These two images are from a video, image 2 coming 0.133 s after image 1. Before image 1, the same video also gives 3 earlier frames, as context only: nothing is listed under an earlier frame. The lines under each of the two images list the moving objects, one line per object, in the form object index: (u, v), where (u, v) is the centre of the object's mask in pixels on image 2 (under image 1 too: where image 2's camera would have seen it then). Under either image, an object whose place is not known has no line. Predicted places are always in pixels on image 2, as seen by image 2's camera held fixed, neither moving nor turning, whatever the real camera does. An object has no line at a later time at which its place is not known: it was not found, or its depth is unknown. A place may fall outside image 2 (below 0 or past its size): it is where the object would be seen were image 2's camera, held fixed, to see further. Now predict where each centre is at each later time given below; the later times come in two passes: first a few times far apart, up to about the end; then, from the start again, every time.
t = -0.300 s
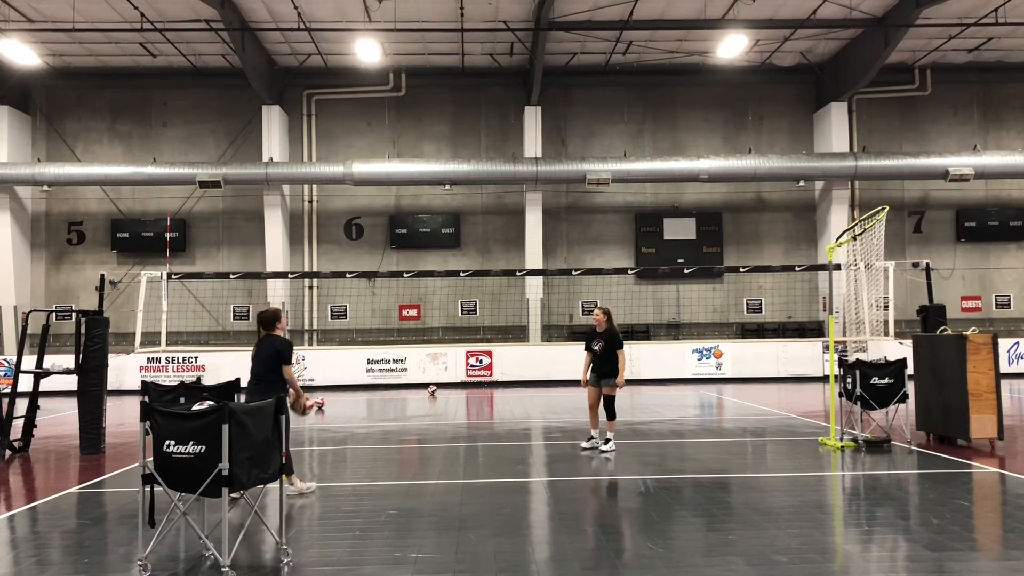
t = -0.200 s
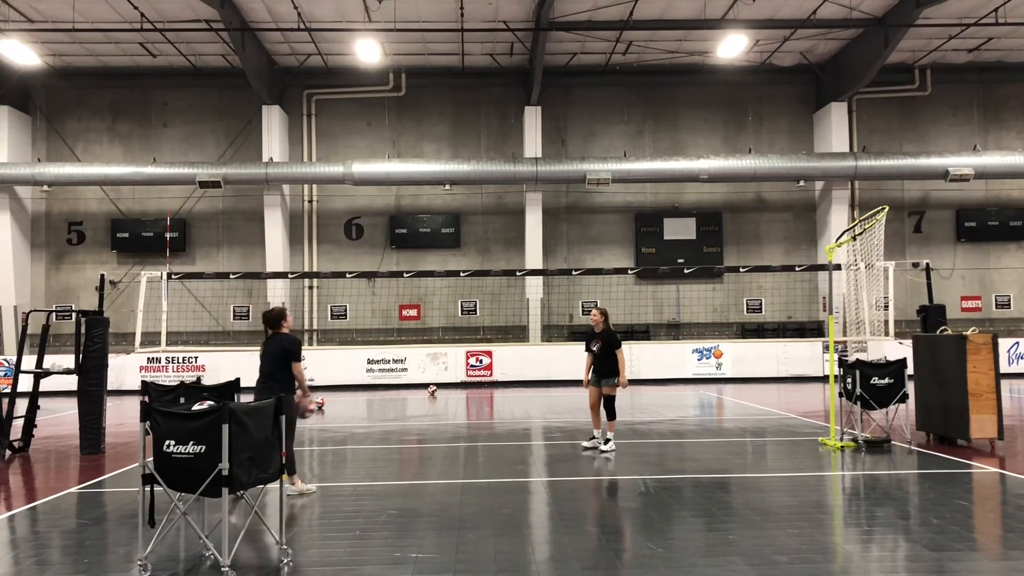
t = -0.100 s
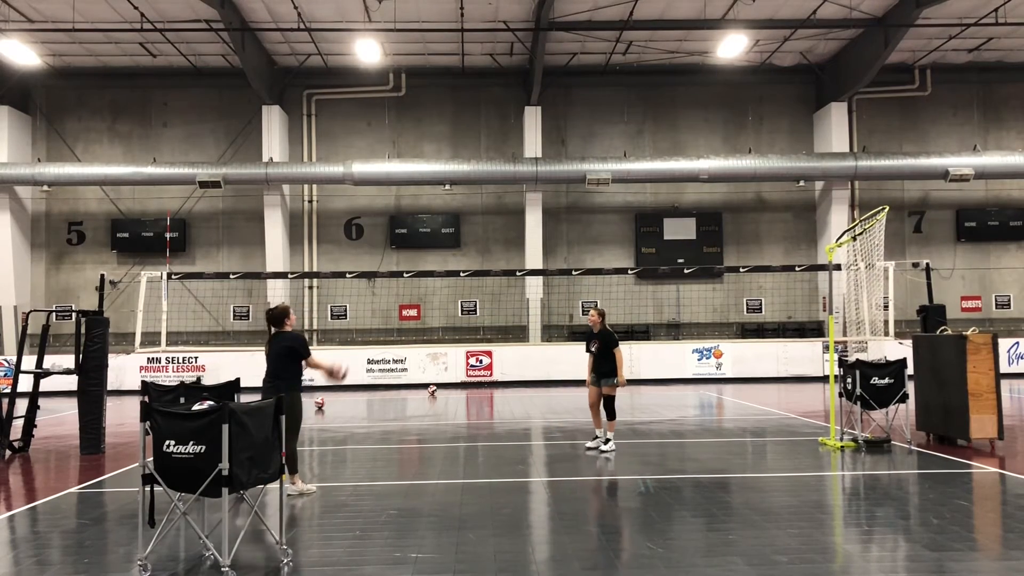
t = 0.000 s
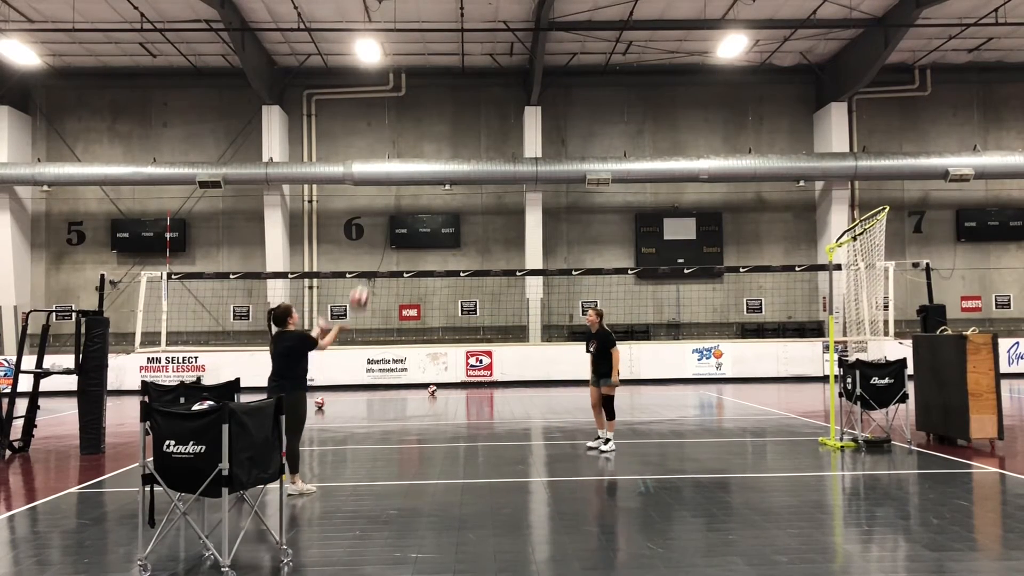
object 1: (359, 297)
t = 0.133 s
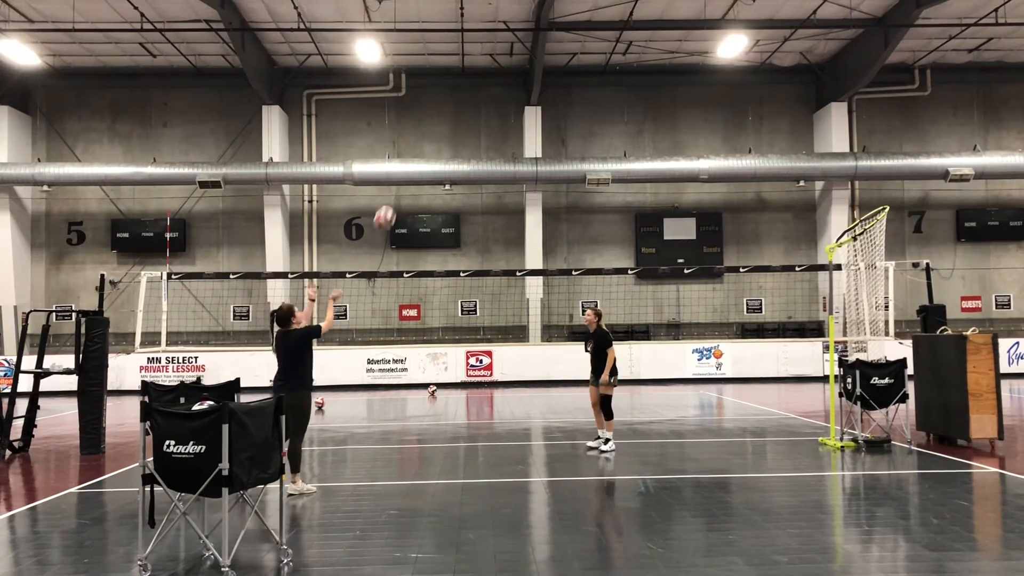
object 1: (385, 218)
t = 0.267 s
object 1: (408, 159)
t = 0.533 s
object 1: (447, 102)
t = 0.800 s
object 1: (483, 109)
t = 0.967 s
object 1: (505, 142)
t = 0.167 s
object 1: (391, 200)
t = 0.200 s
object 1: (397, 185)
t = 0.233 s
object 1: (401, 174)
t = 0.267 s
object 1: (408, 159)
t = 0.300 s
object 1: (413, 148)
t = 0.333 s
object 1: (418, 138)
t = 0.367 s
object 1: (423, 130)
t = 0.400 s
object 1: (428, 122)
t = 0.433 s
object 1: (433, 115)
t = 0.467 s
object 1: (438, 109)
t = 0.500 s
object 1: (442, 105)
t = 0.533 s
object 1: (447, 102)
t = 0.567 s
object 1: (452, 99)
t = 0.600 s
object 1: (457, 98)
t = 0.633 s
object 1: (461, 97)
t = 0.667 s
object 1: (466, 98)
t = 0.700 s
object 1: (470, 99)
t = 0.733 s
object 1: (475, 101)
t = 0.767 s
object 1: (479, 104)
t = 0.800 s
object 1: (483, 109)
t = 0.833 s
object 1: (488, 113)
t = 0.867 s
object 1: (492, 119)
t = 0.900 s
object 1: (497, 126)
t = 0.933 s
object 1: (501, 133)
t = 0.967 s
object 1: (505, 142)
